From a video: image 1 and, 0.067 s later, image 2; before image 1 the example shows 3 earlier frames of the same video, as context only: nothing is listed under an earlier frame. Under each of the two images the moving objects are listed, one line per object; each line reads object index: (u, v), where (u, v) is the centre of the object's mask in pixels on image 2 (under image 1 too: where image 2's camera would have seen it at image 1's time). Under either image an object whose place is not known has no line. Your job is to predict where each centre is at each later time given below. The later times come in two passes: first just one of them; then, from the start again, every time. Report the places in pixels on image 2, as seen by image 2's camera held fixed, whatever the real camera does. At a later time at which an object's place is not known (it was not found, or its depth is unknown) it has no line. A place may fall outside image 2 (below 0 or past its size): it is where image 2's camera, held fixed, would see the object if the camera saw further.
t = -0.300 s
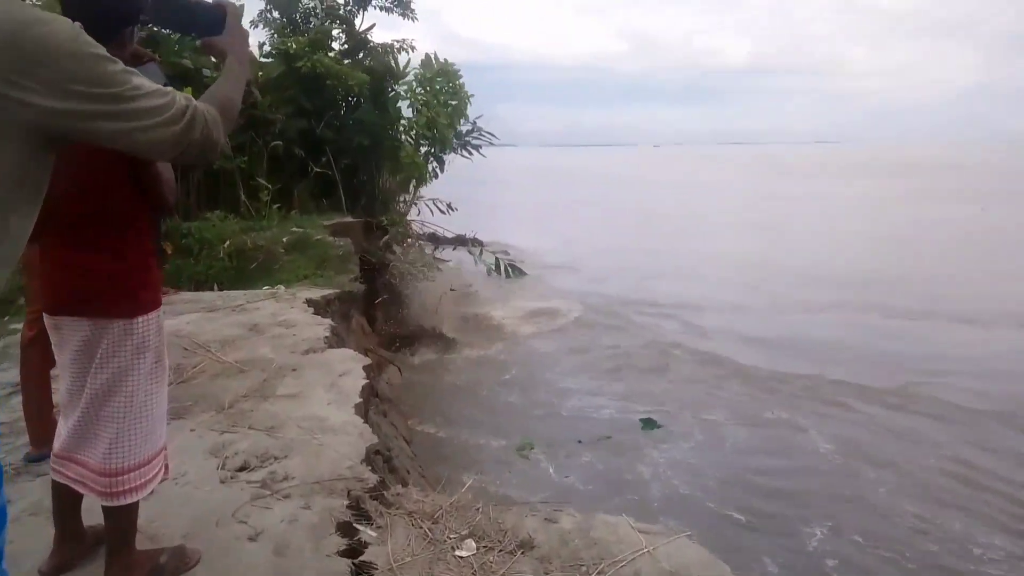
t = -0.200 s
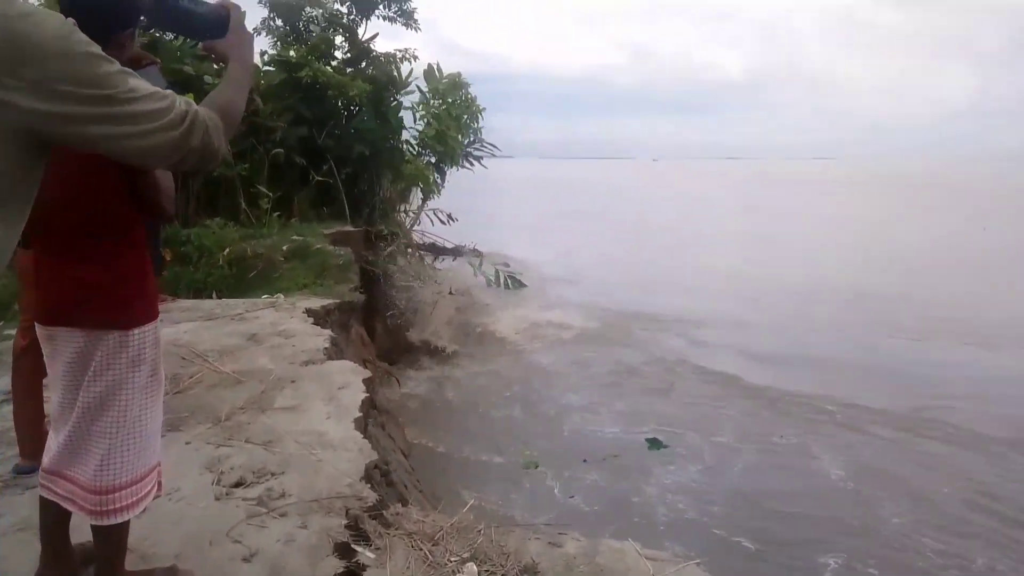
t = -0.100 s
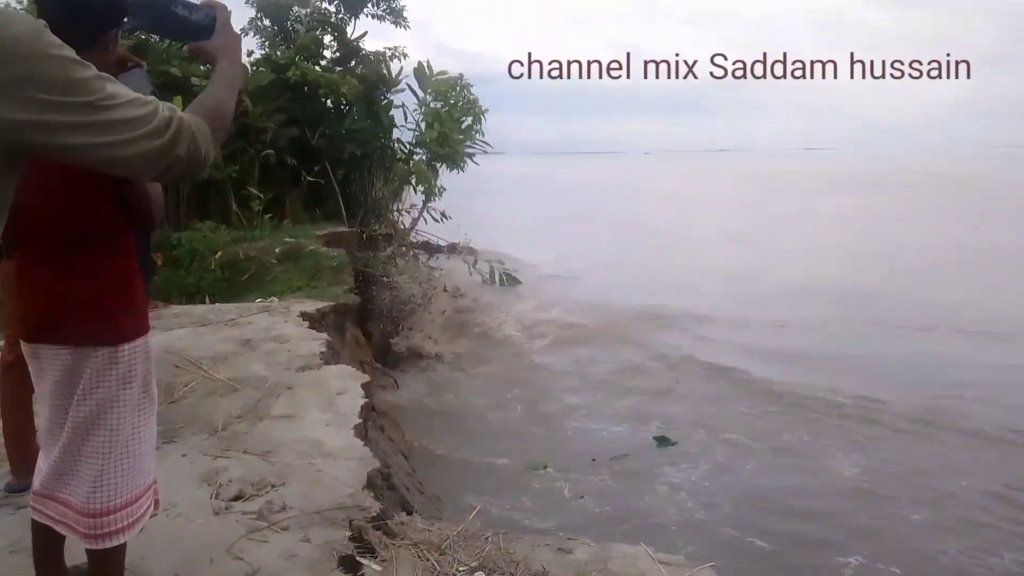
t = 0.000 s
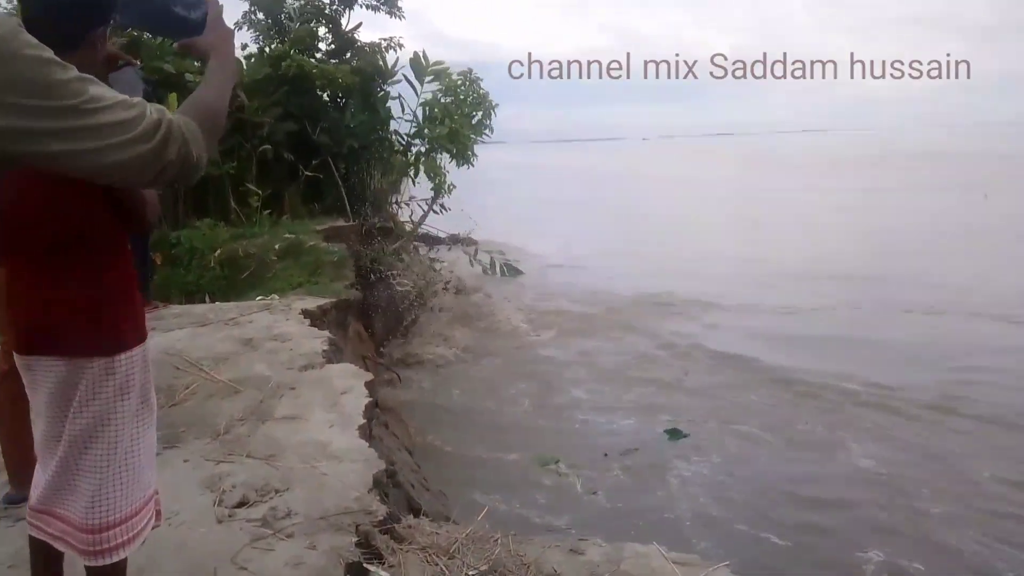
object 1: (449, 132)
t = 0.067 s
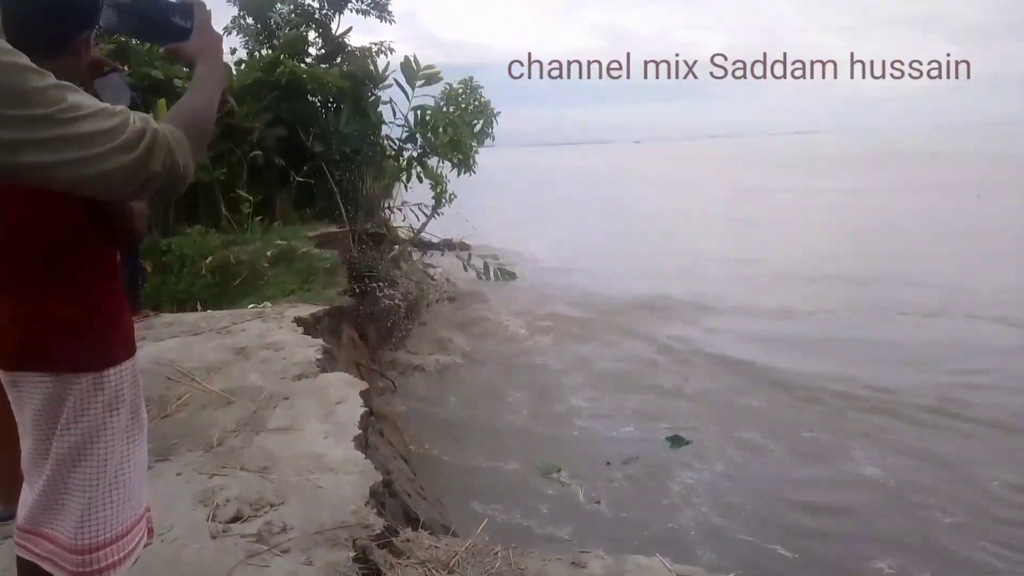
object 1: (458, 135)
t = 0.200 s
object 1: (481, 146)
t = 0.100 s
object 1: (460, 139)
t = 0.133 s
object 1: (468, 140)
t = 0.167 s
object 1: (473, 143)
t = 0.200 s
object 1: (481, 146)
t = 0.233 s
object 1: (486, 151)
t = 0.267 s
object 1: (493, 153)
